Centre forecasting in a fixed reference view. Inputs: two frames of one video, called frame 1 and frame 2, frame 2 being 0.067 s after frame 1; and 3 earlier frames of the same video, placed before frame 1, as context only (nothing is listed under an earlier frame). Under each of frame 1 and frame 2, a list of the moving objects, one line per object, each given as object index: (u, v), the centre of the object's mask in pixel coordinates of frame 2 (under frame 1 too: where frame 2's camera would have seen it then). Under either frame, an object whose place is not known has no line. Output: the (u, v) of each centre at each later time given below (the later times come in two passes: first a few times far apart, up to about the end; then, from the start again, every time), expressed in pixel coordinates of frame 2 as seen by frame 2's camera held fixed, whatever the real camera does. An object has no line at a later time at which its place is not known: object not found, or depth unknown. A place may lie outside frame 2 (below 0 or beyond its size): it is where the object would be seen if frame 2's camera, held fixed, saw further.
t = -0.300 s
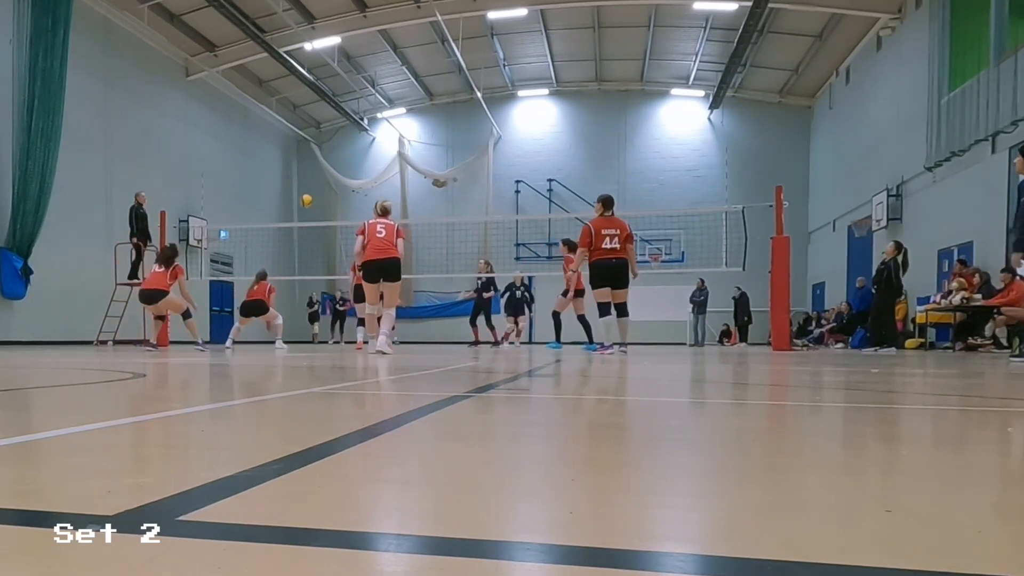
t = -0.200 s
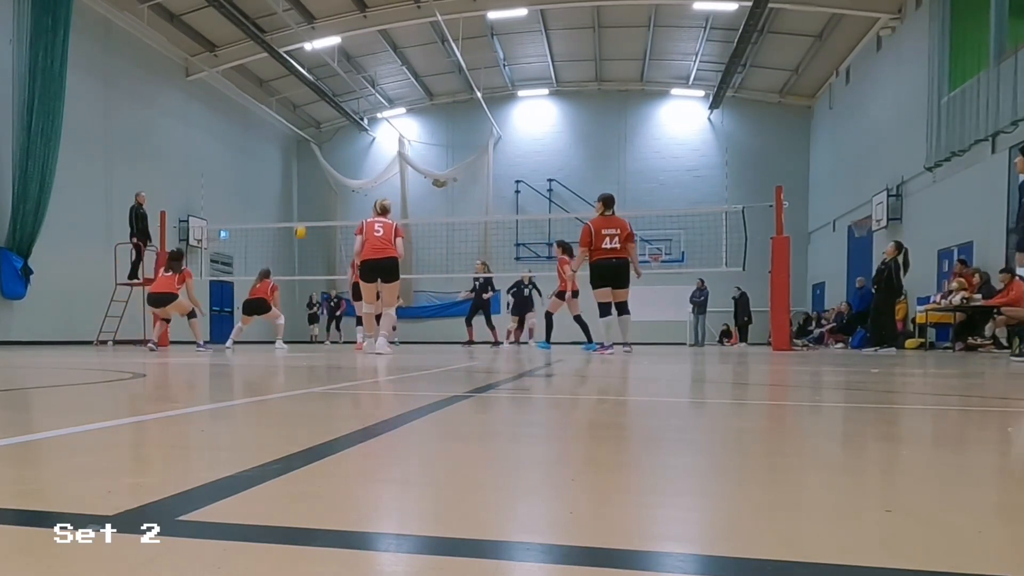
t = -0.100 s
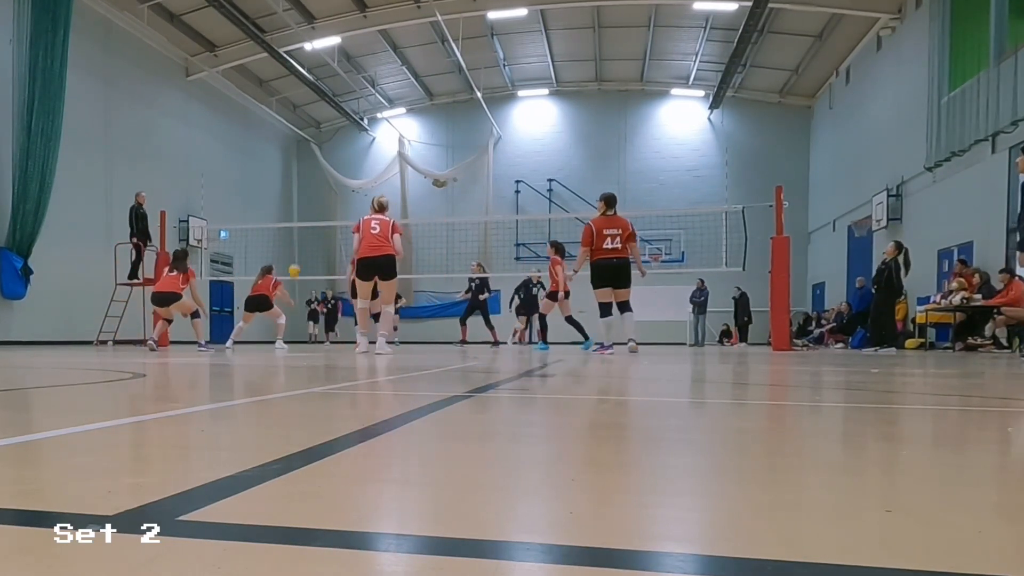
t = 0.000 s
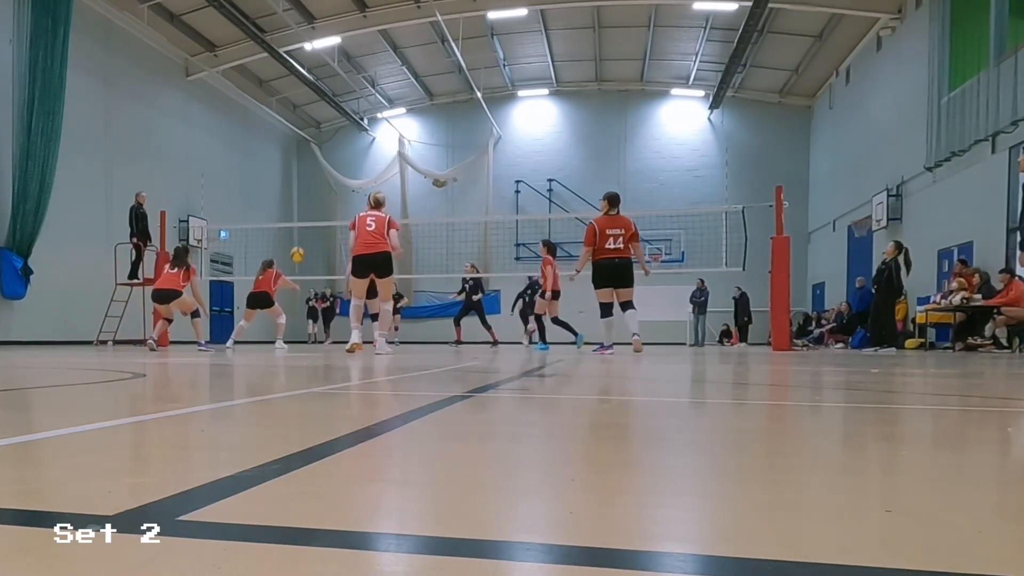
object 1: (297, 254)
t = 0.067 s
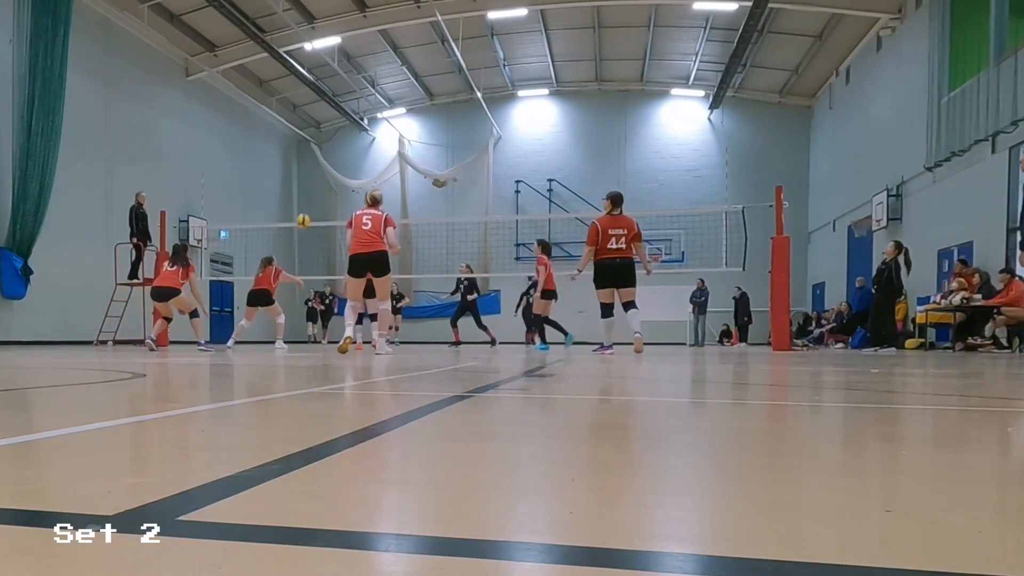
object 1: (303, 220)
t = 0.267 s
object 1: (320, 138)
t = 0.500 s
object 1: (341, 76)
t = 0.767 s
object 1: (363, 44)
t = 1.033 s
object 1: (386, 58)
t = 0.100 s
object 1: (306, 205)
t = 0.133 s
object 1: (309, 191)
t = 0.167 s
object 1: (312, 176)
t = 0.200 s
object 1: (314, 163)
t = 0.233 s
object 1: (317, 151)
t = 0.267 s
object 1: (320, 138)
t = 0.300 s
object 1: (323, 127)
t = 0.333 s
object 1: (326, 118)
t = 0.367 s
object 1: (329, 107)
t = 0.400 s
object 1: (332, 98)
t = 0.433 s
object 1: (335, 90)
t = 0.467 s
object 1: (338, 82)
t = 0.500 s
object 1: (341, 76)
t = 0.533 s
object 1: (344, 70)
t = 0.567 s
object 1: (347, 64)
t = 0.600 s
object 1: (350, 59)
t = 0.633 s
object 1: (352, 55)
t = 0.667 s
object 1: (355, 51)
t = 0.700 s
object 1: (358, 49)
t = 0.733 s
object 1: (361, 46)
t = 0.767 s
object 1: (363, 44)
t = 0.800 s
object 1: (366, 44)
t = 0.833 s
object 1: (369, 44)
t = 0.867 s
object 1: (372, 45)
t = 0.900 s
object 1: (375, 46)
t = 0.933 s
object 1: (377, 48)
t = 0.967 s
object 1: (380, 51)
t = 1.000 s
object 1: (383, 54)
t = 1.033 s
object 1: (386, 58)
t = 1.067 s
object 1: (389, 64)
